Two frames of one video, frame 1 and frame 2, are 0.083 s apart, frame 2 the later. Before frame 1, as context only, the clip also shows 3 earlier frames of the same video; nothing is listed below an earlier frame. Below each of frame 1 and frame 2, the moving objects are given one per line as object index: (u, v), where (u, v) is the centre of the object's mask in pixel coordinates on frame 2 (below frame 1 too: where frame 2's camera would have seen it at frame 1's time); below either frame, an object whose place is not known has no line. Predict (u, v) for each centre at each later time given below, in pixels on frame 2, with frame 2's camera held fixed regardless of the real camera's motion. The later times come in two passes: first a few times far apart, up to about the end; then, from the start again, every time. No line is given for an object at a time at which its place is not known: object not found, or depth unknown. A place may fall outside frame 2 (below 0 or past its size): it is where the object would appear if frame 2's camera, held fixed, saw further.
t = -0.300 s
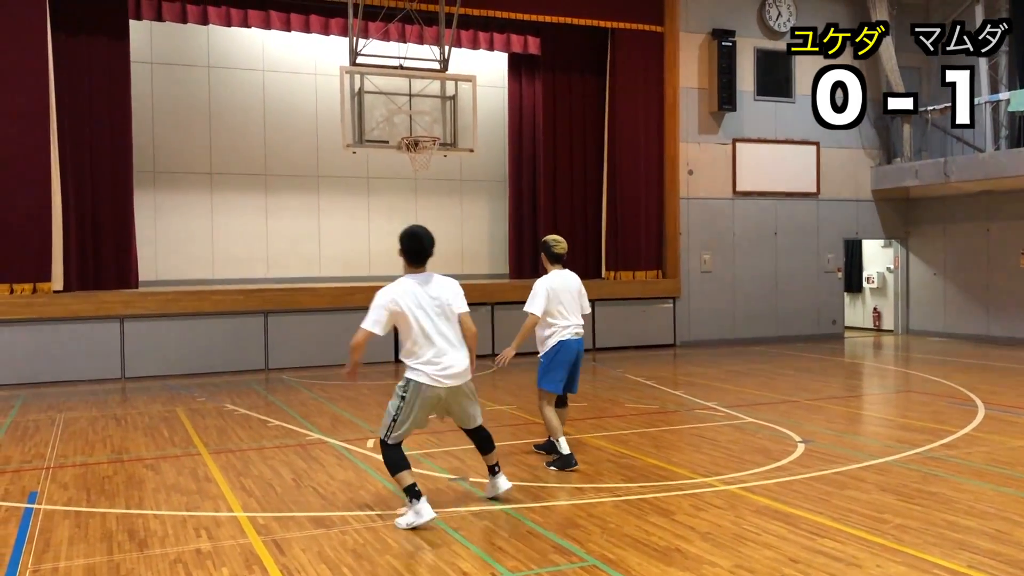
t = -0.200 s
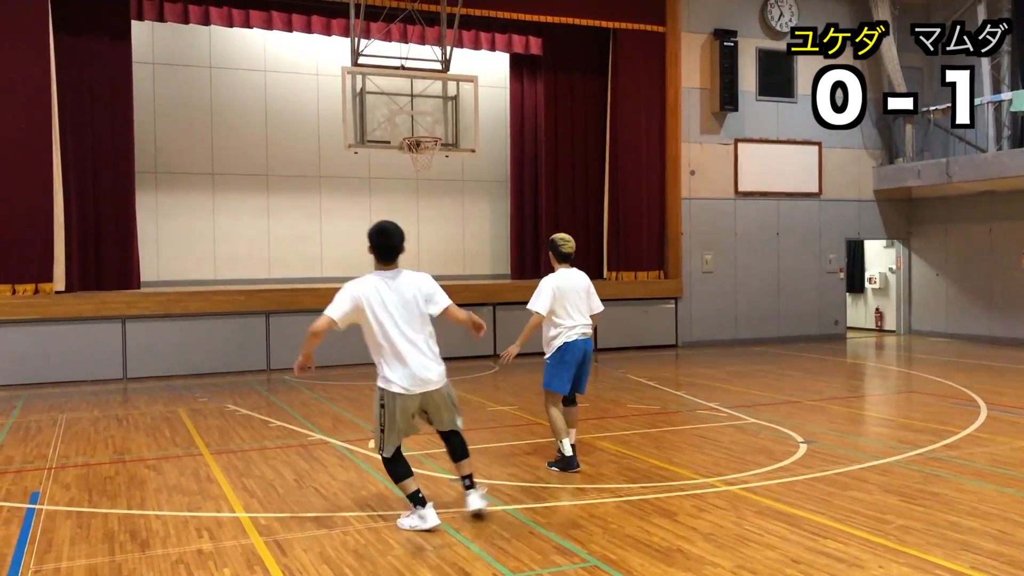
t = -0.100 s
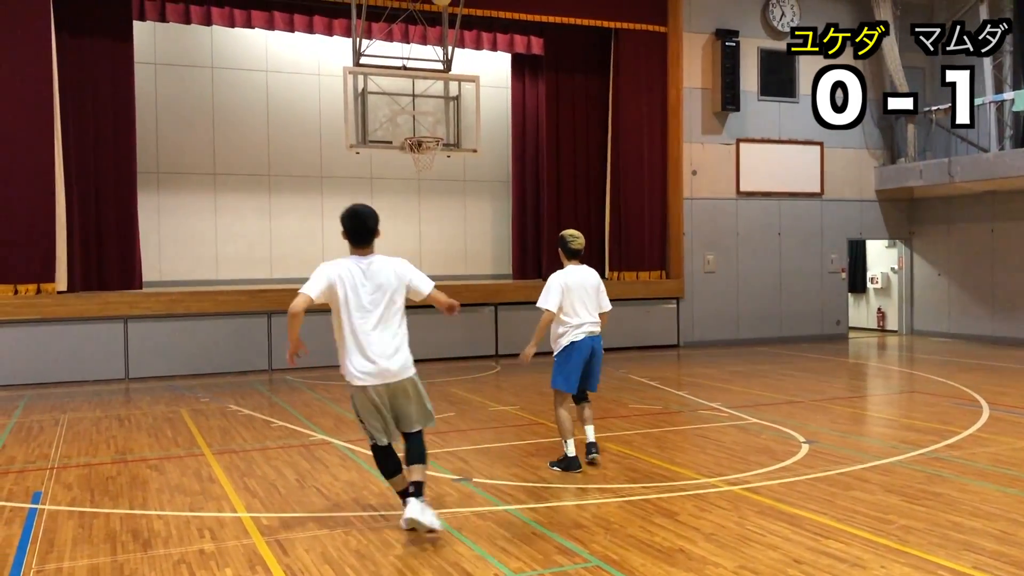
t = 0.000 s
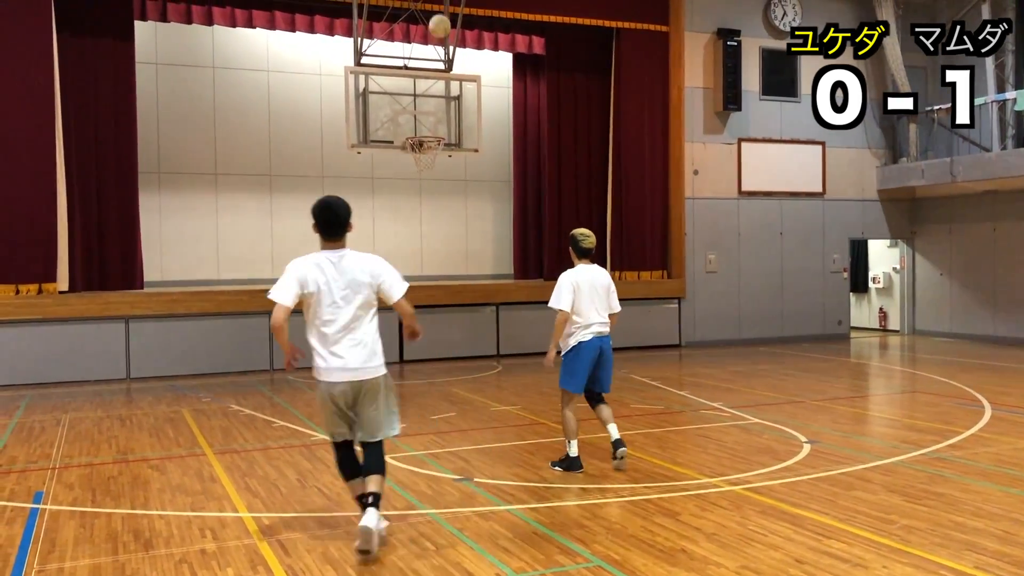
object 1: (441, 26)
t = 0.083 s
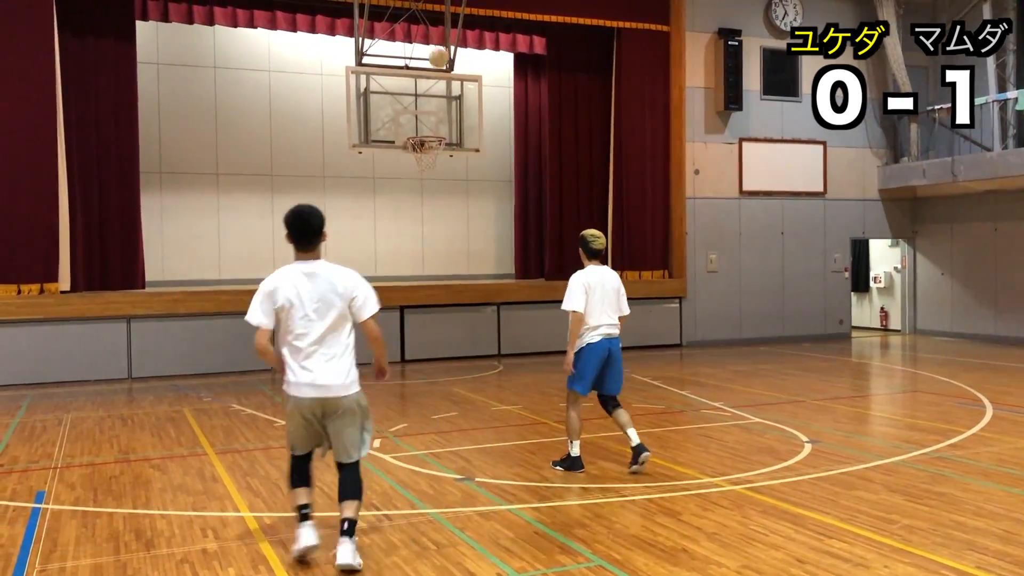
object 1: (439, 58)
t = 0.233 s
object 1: (436, 122)
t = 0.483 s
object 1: (407, 175)
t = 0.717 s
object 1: (385, 239)
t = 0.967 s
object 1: (359, 353)
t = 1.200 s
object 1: (345, 318)
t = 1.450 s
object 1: (332, 275)
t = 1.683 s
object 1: (319, 282)
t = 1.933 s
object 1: (305, 345)
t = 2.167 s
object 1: (291, 369)
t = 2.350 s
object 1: (278, 340)
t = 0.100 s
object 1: (438, 65)
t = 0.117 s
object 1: (438, 71)
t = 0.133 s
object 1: (437, 78)
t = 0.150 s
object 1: (438, 85)
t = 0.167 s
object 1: (438, 94)
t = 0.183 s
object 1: (437, 102)
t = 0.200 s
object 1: (436, 108)
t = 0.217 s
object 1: (436, 115)
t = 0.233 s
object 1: (436, 122)
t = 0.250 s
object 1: (435, 128)
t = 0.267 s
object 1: (435, 131)
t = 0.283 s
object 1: (435, 133)
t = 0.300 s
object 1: (432, 145)
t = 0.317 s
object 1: (429, 147)
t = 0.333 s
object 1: (427, 152)
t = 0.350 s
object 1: (424, 156)
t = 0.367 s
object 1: (421, 159)
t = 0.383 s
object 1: (418, 162)
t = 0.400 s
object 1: (416, 164)
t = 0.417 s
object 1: (414, 167)
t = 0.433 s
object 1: (412, 168)
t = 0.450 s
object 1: (410, 170)
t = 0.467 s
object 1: (409, 173)
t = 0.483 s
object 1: (407, 175)
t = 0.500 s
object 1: (405, 178)
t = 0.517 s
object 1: (404, 181)
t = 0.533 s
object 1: (402, 185)
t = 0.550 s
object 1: (401, 188)
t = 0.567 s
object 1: (399, 192)
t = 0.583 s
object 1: (397, 196)
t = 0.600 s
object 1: (396, 200)
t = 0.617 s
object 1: (394, 205)
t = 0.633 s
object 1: (393, 210)
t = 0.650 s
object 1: (391, 215)
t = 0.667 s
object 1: (390, 221)
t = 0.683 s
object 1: (388, 227)
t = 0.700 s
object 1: (386, 231)
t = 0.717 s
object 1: (385, 239)
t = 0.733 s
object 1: (383, 244)
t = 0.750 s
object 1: (381, 250)
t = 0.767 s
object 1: (379, 257)
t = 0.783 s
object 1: (378, 263)
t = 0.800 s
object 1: (376, 270)
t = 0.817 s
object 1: (375, 277)
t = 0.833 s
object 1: (373, 286)
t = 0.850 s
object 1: (371, 293)
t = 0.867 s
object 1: (369, 300)
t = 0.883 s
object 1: (367, 308)
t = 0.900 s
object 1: (366, 317)
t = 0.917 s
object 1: (364, 325)
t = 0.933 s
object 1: (362, 335)
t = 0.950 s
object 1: (361, 344)
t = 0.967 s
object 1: (359, 353)
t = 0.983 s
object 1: (358, 363)
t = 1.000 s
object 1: (356, 373)
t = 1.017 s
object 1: (354, 380)
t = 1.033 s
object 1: (354, 373)
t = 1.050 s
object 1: (353, 367)
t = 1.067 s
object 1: (352, 362)
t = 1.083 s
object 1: (351, 355)
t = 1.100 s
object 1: (350, 348)
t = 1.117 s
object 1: (349, 343)
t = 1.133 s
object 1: (348, 338)
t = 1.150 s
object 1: (347, 333)
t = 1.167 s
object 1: (347, 328)
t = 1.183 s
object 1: (346, 323)
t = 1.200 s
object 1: (345, 318)
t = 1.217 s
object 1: (344, 314)
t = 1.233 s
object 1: (343, 309)
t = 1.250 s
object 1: (342, 305)
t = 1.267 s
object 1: (341, 302)
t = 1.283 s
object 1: (340, 298)
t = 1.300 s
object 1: (339, 295)
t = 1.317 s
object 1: (338, 292)
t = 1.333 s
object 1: (337, 289)
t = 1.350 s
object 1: (337, 287)
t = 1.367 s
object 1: (336, 285)
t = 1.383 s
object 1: (335, 282)
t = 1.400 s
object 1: (334, 280)
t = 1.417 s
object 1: (333, 278)
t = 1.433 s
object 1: (332, 277)
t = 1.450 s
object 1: (332, 275)
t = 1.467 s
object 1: (331, 274)
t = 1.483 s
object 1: (330, 274)
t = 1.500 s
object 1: (329, 273)
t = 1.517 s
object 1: (328, 272)
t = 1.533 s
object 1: (327, 272)
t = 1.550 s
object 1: (326, 272)
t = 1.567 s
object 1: (325, 272)
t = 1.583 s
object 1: (325, 273)
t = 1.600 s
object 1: (324, 274)
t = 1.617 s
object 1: (322, 275)
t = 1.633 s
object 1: (321, 277)
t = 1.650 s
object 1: (321, 278)
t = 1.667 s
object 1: (320, 280)
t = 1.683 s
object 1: (319, 282)
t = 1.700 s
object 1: (317, 284)
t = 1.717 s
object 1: (317, 287)
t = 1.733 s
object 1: (316, 290)
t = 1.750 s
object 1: (315, 293)
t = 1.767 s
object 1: (314, 296)
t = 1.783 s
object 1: (313, 300)
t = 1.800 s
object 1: (312, 304)
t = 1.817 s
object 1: (312, 307)
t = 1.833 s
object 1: (311, 312)
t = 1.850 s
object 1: (309, 317)
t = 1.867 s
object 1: (309, 321)
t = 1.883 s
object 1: (308, 327)
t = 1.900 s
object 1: (307, 332)
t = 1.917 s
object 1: (306, 338)
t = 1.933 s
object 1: (305, 345)
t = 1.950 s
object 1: (305, 350)
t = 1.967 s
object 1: (304, 357)
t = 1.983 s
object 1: (303, 364)
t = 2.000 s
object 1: (302, 371)
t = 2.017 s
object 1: (301, 379)
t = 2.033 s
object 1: (300, 386)
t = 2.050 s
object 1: (299, 395)
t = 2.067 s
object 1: (298, 398)
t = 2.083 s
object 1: (296, 391)
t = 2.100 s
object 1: (295, 386)
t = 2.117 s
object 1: (294, 382)
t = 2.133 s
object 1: (293, 377)
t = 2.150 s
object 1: (292, 373)
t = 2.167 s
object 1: (291, 369)
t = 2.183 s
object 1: (290, 365)
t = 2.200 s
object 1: (289, 362)
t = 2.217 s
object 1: (288, 359)
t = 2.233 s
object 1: (287, 355)
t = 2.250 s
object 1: (285, 352)
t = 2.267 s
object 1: (284, 350)
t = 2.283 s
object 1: (283, 347)
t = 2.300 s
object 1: (282, 345)
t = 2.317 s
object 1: (281, 343)
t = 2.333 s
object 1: (279, 341)
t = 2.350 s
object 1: (278, 340)
